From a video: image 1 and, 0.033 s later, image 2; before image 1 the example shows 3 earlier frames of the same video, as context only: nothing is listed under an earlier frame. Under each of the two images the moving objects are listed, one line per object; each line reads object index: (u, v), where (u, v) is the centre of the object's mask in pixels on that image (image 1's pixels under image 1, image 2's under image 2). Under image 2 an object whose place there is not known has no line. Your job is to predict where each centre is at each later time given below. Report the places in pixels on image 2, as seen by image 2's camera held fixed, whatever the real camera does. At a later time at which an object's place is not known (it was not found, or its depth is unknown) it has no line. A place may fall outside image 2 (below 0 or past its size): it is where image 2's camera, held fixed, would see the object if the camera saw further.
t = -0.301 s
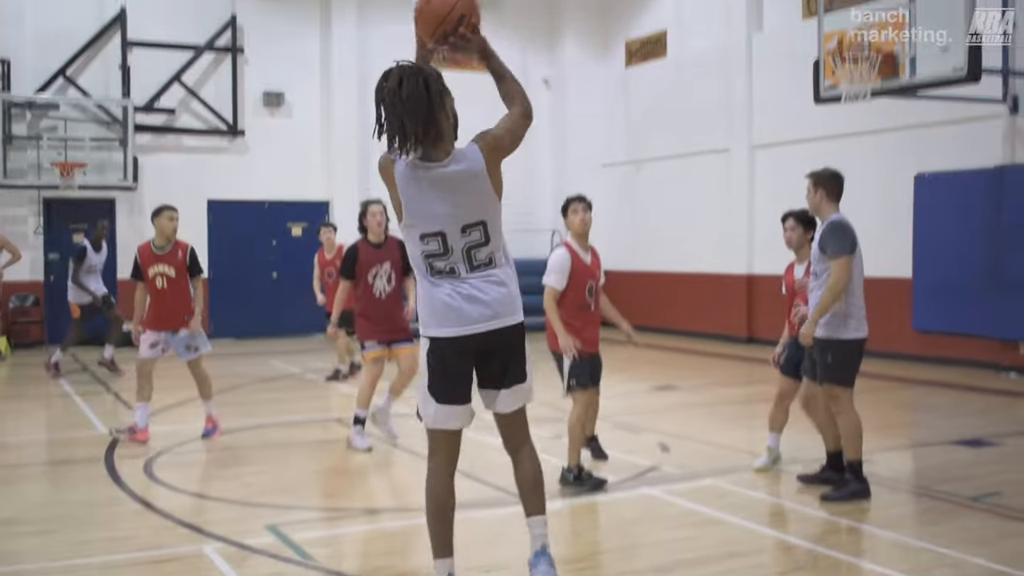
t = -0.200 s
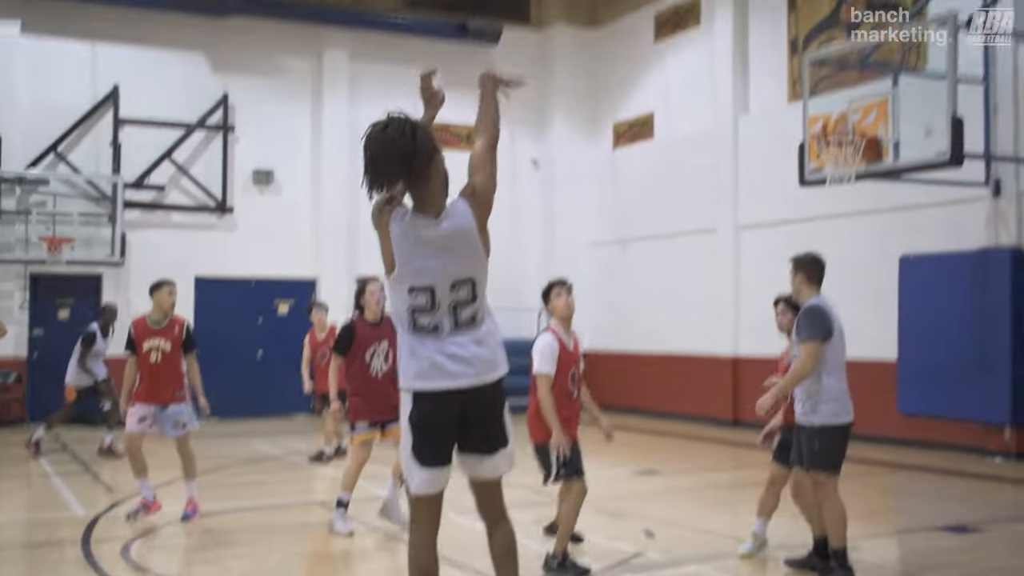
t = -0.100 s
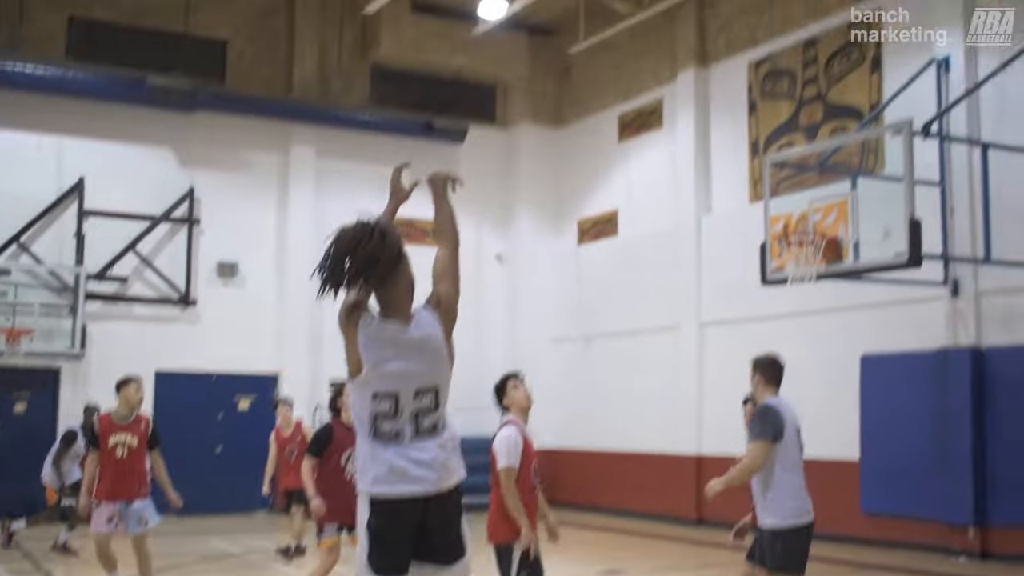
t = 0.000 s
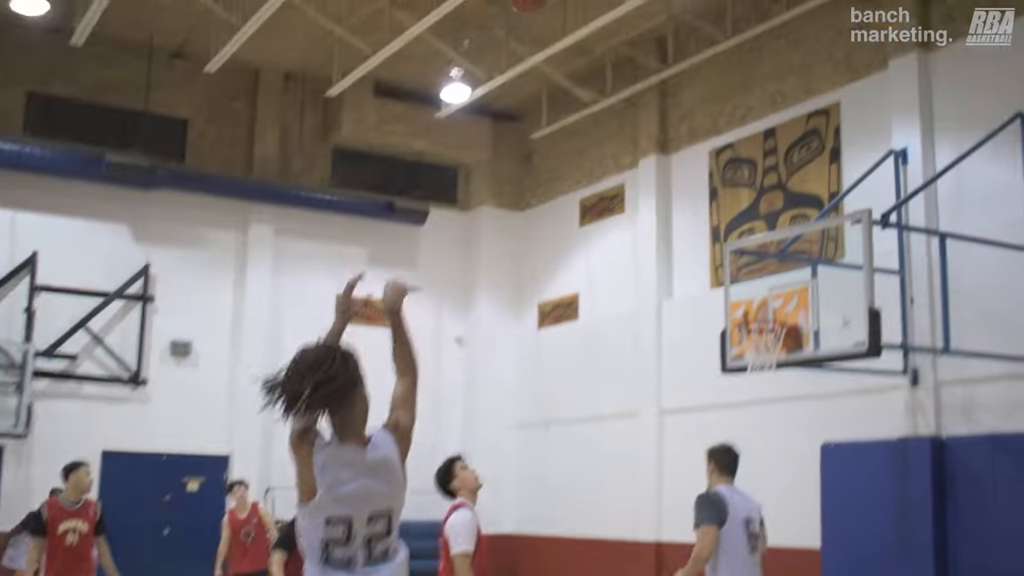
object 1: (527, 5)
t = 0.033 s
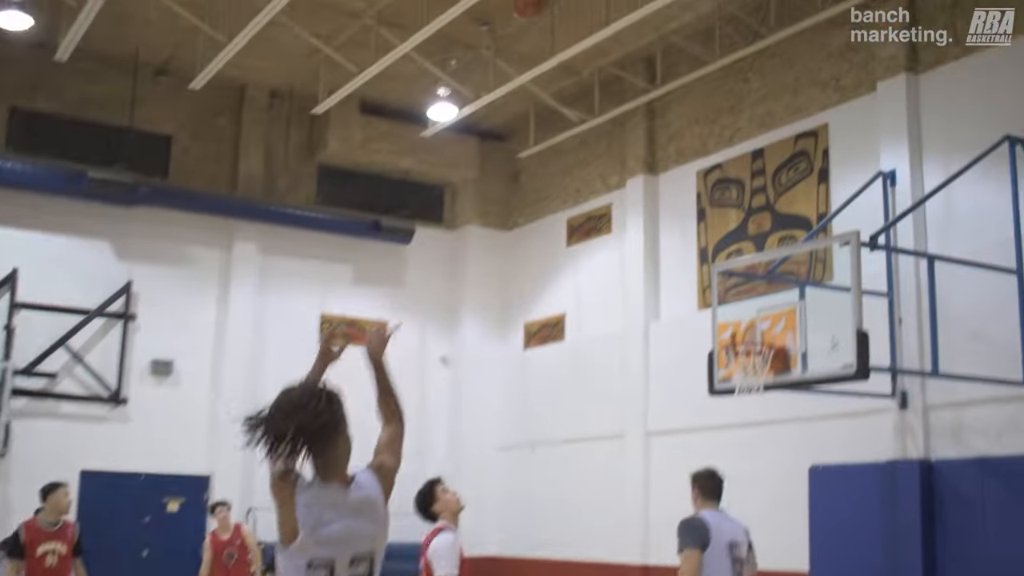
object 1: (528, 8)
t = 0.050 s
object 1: (535, 2)
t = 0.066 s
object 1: (540, -3)
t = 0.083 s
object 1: (543, -7)
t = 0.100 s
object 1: (548, -12)
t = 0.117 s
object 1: (552, -17)
